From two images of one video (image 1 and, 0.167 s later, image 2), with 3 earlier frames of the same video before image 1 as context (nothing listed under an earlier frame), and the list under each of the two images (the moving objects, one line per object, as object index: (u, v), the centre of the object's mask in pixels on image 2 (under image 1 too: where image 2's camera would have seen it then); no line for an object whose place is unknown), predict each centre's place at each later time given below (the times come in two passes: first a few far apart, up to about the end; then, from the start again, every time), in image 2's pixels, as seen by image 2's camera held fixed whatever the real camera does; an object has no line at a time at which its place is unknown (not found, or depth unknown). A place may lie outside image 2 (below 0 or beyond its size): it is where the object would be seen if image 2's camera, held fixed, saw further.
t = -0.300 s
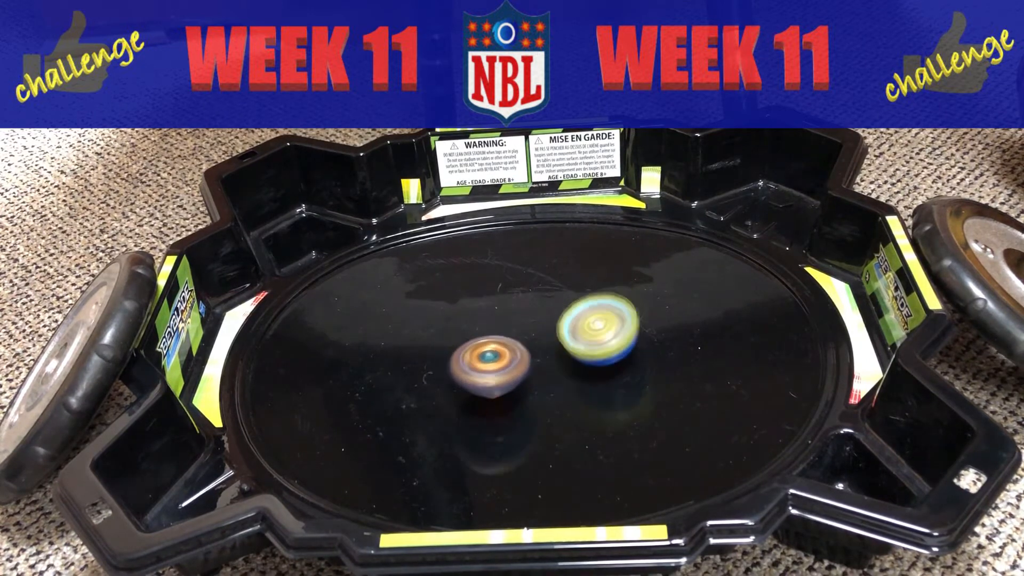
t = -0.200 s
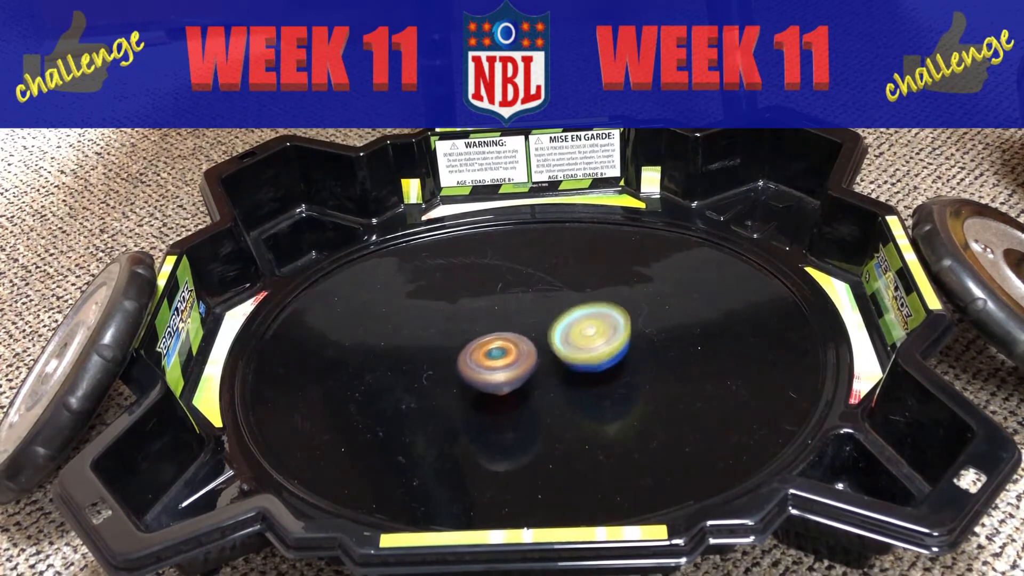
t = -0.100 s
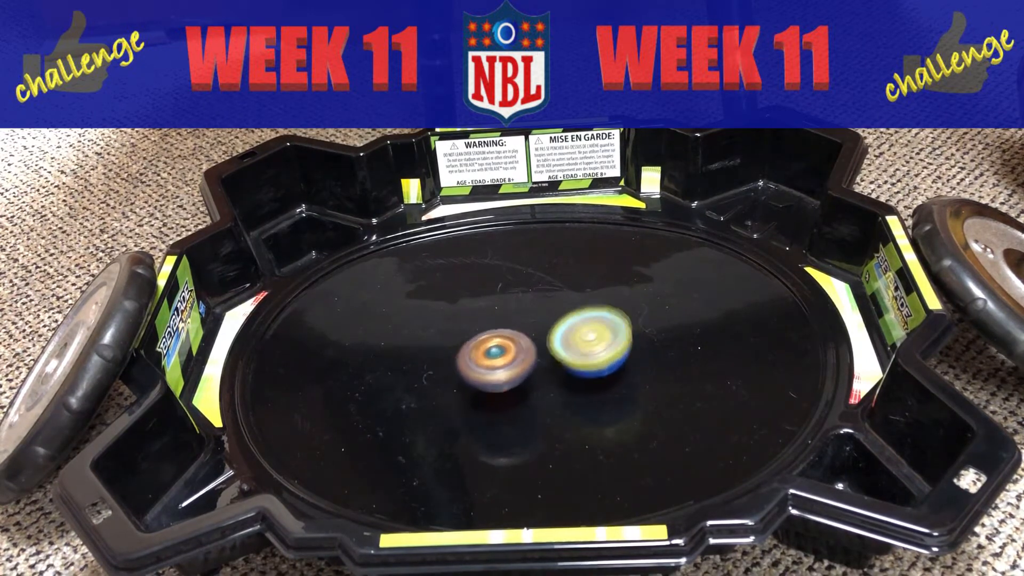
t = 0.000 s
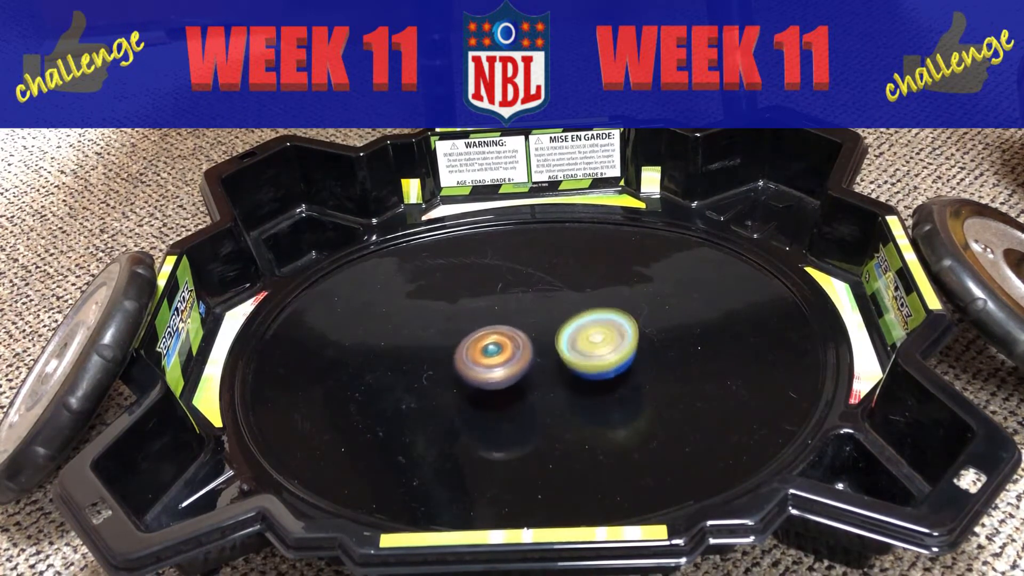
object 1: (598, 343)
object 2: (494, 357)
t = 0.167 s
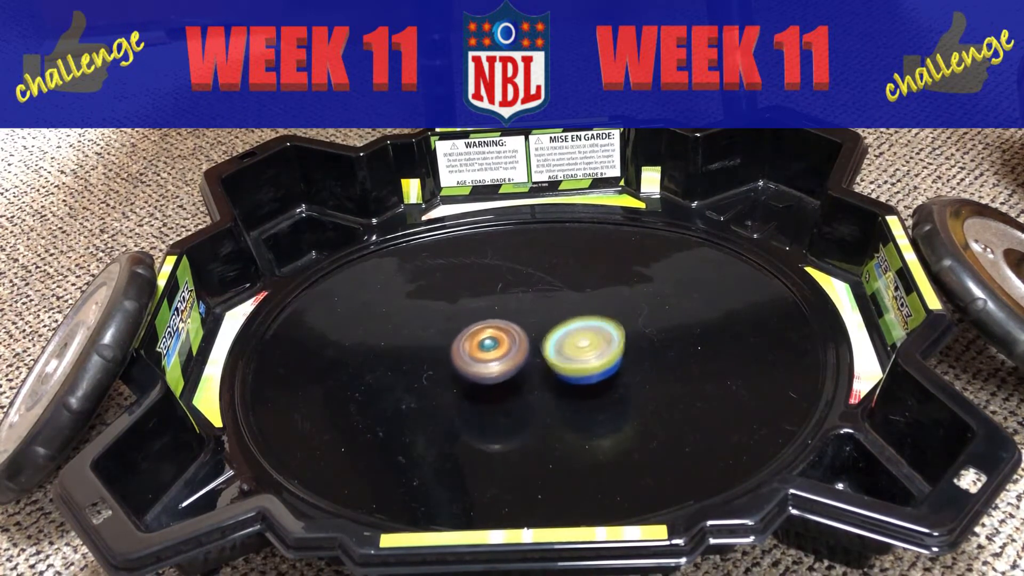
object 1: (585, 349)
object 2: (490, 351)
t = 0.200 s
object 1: (580, 350)
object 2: (489, 350)
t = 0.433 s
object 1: (578, 352)
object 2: (475, 342)
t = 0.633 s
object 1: (566, 351)
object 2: (472, 340)
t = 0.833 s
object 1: (559, 351)
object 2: (478, 344)
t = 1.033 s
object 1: (579, 350)
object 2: (482, 349)
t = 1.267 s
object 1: (582, 349)
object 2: (497, 353)
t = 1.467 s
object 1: (588, 352)
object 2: (502, 352)
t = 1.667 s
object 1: (589, 353)
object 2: (500, 347)
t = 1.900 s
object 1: (590, 355)
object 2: (485, 341)
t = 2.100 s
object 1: (577, 351)
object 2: (478, 339)
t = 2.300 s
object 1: (564, 346)
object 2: (481, 345)
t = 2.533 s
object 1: (574, 338)
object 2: (487, 352)
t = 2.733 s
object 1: (578, 338)
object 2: (496, 355)
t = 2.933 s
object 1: (606, 334)
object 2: (487, 356)
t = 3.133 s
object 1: (601, 346)
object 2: (490, 353)
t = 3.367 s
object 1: (572, 353)
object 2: (490, 347)
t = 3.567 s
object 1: (566, 347)
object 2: (484, 343)
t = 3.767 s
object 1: (588, 337)
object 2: (472, 344)
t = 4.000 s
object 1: (593, 340)
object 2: (482, 349)
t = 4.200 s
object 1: (579, 351)
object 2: (496, 349)
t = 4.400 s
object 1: (598, 354)
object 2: (478, 346)
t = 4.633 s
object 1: (579, 350)
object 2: (479, 342)
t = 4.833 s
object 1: (581, 339)
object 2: (478, 344)
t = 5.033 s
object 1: (586, 335)
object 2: (488, 343)
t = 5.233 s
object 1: (589, 341)
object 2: (491, 342)
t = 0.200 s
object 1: (580, 350)
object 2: (489, 350)
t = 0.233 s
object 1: (575, 351)
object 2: (488, 349)
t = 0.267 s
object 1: (572, 351)
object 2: (487, 348)
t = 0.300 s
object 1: (575, 352)
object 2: (481, 346)
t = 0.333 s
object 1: (578, 352)
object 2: (478, 345)
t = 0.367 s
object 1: (579, 352)
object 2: (478, 344)
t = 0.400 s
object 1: (579, 353)
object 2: (476, 343)
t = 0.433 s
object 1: (578, 352)
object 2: (475, 342)
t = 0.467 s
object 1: (577, 352)
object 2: (474, 341)
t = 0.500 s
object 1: (575, 352)
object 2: (473, 340)
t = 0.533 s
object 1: (573, 352)
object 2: (472, 340)
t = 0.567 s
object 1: (571, 351)
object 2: (472, 340)
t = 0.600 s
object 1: (568, 351)
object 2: (472, 340)
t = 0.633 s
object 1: (566, 351)
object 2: (472, 340)
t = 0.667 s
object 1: (564, 351)
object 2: (473, 341)
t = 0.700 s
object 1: (563, 351)
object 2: (474, 341)
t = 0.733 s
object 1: (561, 351)
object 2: (476, 342)
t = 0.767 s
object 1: (558, 351)
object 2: (477, 342)
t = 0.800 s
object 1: (558, 351)
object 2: (478, 343)
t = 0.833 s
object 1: (559, 351)
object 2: (478, 344)
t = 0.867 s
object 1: (563, 351)
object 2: (477, 345)
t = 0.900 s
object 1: (569, 351)
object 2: (476, 345)
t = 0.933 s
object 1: (573, 351)
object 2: (478, 346)
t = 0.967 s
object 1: (577, 350)
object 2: (479, 347)
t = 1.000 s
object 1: (578, 350)
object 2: (480, 348)
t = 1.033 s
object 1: (579, 350)
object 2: (482, 349)
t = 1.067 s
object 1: (580, 350)
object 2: (484, 349)
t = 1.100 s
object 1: (581, 349)
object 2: (486, 350)
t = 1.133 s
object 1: (581, 349)
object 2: (488, 351)
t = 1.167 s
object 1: (581, 349)
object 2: (490, 351)
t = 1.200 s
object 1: (582, 348)
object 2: (492, 352)
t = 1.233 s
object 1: (582, 348)
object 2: (495, 352)
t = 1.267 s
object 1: (582, 349)
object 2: (497, 353)
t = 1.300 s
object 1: (585, 350)
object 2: (496, 353)
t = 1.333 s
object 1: (586, 350)
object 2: (498, 353)
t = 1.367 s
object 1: (587, 351)
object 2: (499, 353)
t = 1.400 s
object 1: (587, 351)
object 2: (501, 353)
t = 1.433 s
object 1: (587, 351)
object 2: (503, 353)
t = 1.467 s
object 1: (588, 352)
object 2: (502, 352)
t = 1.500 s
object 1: (590, 352)
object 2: (501, 351)
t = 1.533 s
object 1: (592, 352)
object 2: (501, 350)
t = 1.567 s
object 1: (592, 353)
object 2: (501, 350)
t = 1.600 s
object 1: (592, 353)
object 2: (500, 349)
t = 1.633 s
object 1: (591, 353)
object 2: (500, 348)
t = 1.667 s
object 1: (589, 353)
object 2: (500, 347)
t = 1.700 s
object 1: (587, 354)
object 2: (500, 346)
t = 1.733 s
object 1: (585, 354)
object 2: (499, 345)
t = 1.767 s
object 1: (582, 354)
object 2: (498, 345)
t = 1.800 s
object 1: (582, 354)
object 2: (496, 344)
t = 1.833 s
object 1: (587, 354)
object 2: (489, 343)
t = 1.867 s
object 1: (589, 355)
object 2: (487, 342)
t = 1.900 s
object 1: (590, 355)
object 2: (485, 341)
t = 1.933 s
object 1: (589, 355)
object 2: (484, 340)
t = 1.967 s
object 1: (587, 354)
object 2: (483, 340)
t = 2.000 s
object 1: (585, 354)
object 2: (481, 339)
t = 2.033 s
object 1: (583, 353)
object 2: (480, 339)
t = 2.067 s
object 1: (580, 352)
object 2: (479, 339)
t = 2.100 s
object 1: (577, 351)
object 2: (478, 339)
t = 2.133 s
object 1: (575, 350)
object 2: (478, 340)
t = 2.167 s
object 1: (571, 349)
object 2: (478, 341)
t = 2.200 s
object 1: (569, 348)
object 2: (479, 341)
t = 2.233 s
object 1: (566, 348)
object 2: (479, 342)
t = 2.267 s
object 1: (564, 347)
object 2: (481, 343)
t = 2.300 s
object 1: (564, 346)
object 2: (481, 345)
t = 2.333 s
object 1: (566, 344)
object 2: (481, 346)
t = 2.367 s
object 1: (567, 343)
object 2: (483, 347)
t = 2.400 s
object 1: (569, 342)
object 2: (484, 348)
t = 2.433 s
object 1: (569, 341)
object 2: (485, 349)
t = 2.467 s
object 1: (569, 340)
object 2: (487, 350)
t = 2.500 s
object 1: (571, 340)
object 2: (488, 351)
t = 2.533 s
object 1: (574, 338)
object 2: (487, 352)
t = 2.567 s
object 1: (578, 337)
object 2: (488, 352)
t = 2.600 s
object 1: (579, 338)
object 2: (490, 353)
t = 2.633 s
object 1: (579, 338)
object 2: (491, 354)
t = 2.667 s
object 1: (578, 338)
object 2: (493, 354)
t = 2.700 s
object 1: (578, 338)
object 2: (495, 355)
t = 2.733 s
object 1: (578, 338)
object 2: (496, 355)
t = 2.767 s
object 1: (583, 337)
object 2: (494, 357)
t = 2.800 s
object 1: (591, 336)
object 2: (488, 357)
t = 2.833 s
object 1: (598, 333)
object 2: (486, 358)
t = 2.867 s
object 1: (601, 332)
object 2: (486, 358)
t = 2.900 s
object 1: (605, 333)
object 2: (487, 357)
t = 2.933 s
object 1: (606, 334)
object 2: (487, 356)
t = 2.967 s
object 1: (607, 336)
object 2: (488, 356)
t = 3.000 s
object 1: (608, 337)
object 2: (488, 355)
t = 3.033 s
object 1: (607, 340)
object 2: (489, 355)
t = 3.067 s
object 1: (606, 342)
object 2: (489, 354)
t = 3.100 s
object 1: (604, 344)
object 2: (490, 353)
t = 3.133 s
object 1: (601, 346)
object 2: (490, 353)
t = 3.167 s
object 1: (598, 349)
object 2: (491, 352)
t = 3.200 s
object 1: (595, 350)
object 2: (491, 352)
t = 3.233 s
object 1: (590, 352)
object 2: (491, 351)
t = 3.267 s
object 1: (586, 353)
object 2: (491, 350)
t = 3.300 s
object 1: (580, 354)
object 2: (491, 349)
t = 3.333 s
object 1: (575, 354)
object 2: (491, 348)
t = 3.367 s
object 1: (572, 353)
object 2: (490, 347)
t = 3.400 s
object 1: (574, 353)
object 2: (486, 347)
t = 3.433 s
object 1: (575, 352)
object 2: (485, 346)
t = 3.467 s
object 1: (574, 351)
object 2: (485, 345)
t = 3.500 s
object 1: (571, 351)
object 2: (485, 344)
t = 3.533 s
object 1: (568, 350)
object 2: (484, 343)
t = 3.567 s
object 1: (566, 347)
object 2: (484, 343)
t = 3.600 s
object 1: (567, 345)
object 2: (483, 343)
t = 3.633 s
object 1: (575, 342)
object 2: (476, 342)
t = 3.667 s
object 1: (581, 340)
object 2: (473, 343)
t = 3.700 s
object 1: (584, 338)
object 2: (472, 343)
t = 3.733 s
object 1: (587, 337)
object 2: (472, 344)
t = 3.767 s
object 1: (588, 337)
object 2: (472, 344)
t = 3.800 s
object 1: (589, 336)
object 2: (473, 345)
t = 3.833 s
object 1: (591, 336)
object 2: (473, 345)
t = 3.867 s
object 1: (591, 336)
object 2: (475, 346)
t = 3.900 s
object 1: (593, 336)
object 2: (477, 347)
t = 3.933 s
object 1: (593, 337)
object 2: (478, 348)
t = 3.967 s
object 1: (593, 339)
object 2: (480, 348)
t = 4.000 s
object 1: (593, 340)
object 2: (482, 349)
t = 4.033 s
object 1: (592, 342)
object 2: (484, 349)
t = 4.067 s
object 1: (590, 344)
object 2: (487, 349)
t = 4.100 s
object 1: (588, 346)
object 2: (489, 349)
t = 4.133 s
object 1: (585, 348)
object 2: (491, 349)
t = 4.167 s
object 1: (582, 350)
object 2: (494, 349)
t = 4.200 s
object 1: (579, 351)
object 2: (496, 349)
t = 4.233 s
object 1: (586, 351)
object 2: (488, 348)
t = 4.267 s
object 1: (596, 352)
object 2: (481, 348)
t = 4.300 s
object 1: (600, 352)
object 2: (477, 348)
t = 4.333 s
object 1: (602, 353)
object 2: (477, 348)
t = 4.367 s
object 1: (600, 353)
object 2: (478, 347)
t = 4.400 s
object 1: (598, 354)
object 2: (478, 346)
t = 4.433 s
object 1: (597, 353)
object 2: (477, 344)
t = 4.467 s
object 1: (594, 353)
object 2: (477, 344)
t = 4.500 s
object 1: (592, 353)
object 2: (477, 343)
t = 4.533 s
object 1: (589, 352)
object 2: (477, 343)
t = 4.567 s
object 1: (586, 351)
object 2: (478, 343)
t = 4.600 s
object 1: (583, 350)
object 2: (478, 342)
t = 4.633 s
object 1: (579, 350)
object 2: (479, 342)
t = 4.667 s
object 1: (575, 348)
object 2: (480, 342)
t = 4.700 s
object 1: (571, 347)
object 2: (482, 342)
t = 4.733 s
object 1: (568, 345)
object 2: (484, 342)
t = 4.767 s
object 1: (569, 344)
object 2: (484, 343)
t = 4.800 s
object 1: (575, 340)
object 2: (479, 343)
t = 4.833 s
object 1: (581, 339)
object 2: (478, 344)
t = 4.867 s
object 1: (582, 338)
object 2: (478, 344)
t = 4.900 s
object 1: (584, 337)
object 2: (480, 343)
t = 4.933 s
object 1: (584, 336)
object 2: (481, 344)
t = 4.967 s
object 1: (585, 335)
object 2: (484, 344)
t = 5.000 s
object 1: (586, 335)
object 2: (486, 344)
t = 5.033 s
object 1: (586, 335)
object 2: (488, 343)
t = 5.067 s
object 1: (587, 335)
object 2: (490, 343)
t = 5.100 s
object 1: (586, 336)
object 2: (492, 343)
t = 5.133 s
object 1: (586, 337)
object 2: (494, 343)
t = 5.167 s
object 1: (584, 339)
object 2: (496, 342)
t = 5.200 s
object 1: (583, 340)
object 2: (497, 342)
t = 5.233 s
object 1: (589, 341)
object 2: (491, 342)
